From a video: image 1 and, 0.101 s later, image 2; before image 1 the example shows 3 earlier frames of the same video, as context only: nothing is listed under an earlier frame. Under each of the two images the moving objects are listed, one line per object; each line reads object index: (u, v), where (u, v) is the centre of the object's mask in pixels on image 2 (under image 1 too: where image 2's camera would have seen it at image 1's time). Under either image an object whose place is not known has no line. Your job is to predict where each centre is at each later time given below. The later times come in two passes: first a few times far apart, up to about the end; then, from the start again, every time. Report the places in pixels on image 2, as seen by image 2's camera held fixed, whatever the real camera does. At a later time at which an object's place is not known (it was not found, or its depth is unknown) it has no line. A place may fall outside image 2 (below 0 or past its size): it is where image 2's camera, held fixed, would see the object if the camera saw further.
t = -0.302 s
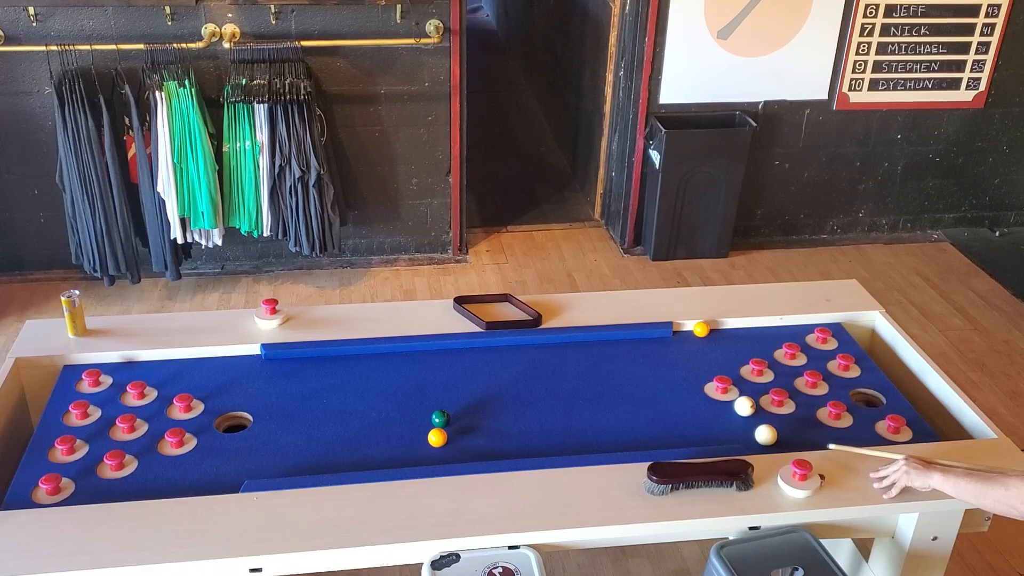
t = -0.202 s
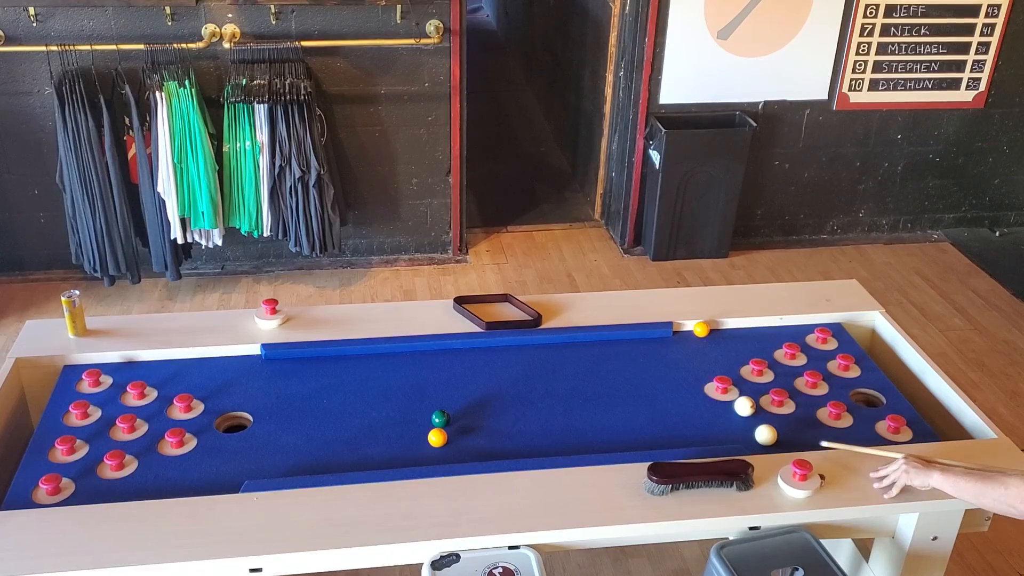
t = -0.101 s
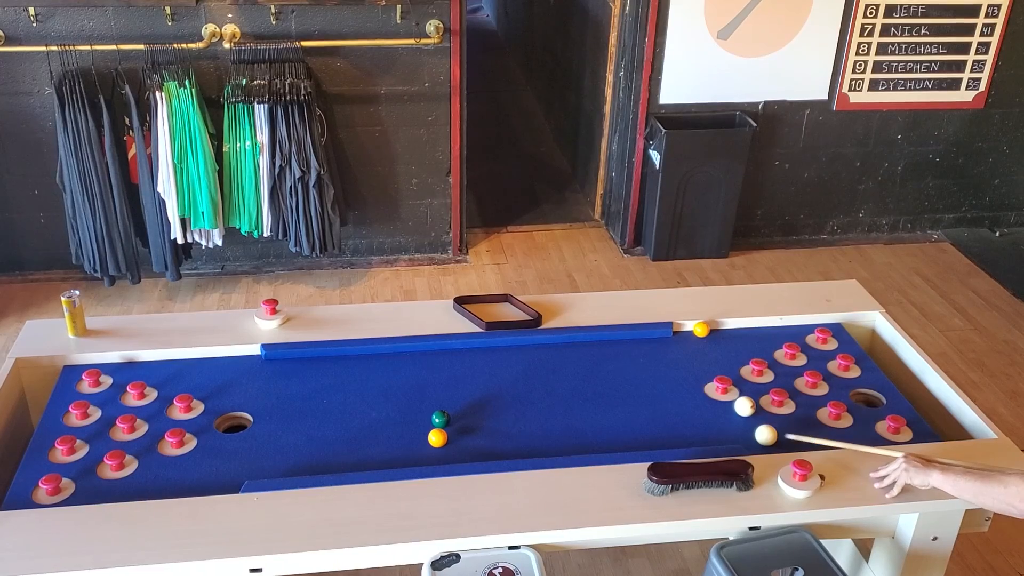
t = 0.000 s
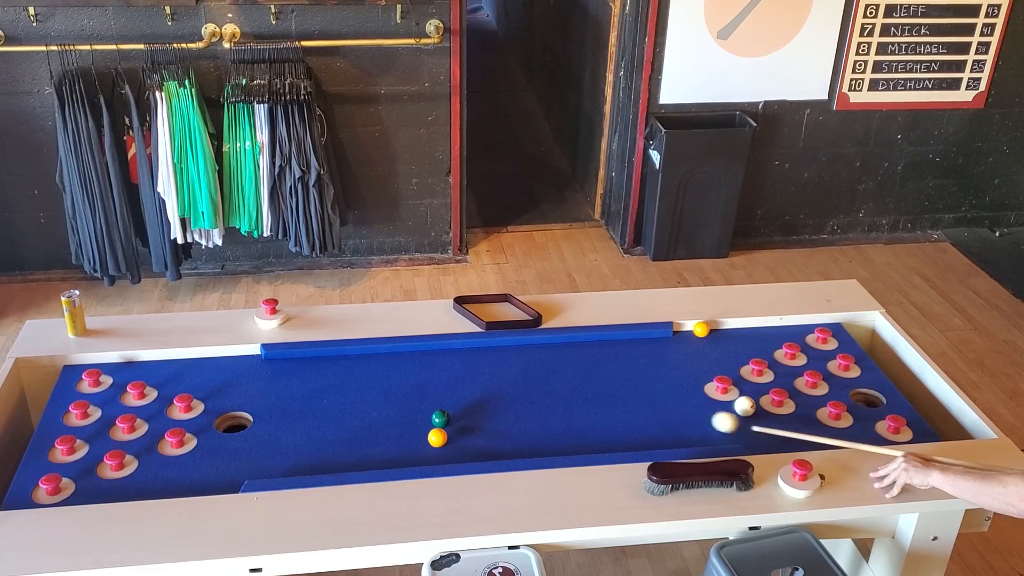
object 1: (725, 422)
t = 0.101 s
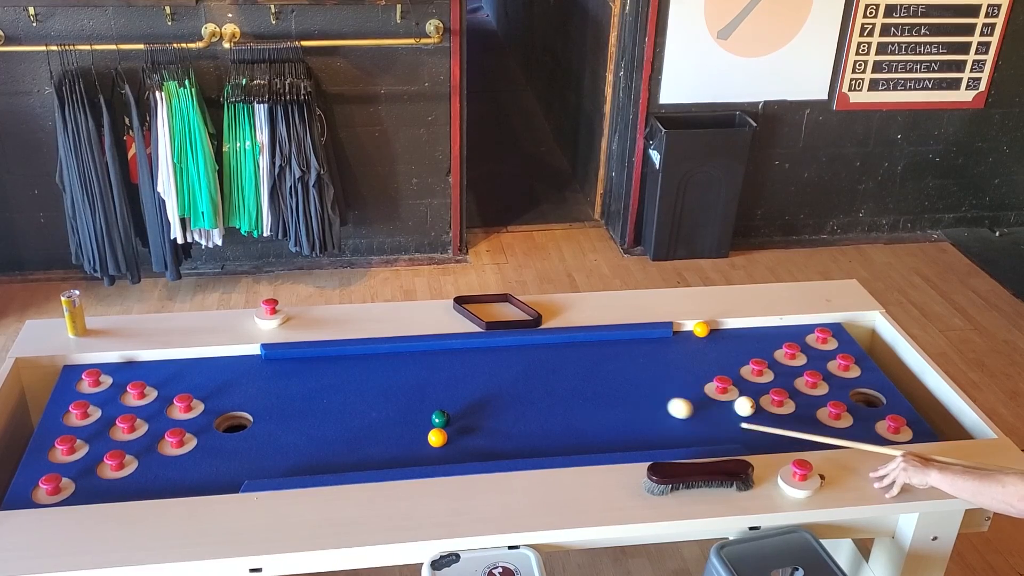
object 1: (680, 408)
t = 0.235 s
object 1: (625, 390)
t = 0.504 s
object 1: (526, 358)
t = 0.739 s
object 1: (460, 355)
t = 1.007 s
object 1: (399, 373)
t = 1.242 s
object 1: (344, 390)
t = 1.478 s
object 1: (286, 407)
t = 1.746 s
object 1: (220, 424)
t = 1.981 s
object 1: (200, 423)
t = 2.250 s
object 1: (213, 411)
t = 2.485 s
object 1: (220, 403)
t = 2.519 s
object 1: (222, 401)
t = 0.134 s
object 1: (666, 403)
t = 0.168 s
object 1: (652, 399)
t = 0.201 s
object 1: (638, 395)
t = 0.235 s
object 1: (625, 390)
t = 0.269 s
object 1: (612, 386)
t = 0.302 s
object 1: (599, 382)
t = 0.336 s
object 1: (586, 378)
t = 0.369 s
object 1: (574, 374)
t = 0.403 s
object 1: (562, 370)
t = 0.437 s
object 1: (549, 366)
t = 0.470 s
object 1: (538, 362)
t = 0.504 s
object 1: (526, 358)
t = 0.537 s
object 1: (514, 355)
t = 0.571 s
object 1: (503, 351)
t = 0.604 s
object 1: (492, 348)
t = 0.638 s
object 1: (482, 346)
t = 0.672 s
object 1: (475, 350)
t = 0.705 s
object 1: (468, 353)
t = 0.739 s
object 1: (460, 355)
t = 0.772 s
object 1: (453, 357)
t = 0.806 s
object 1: (446, 359)
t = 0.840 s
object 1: (438, 362)
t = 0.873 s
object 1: (430, 364)
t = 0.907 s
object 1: (423, 366)
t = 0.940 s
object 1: (415, 369)
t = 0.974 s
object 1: (407, 371)
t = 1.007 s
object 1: (399, 373)
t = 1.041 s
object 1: (392, 376)
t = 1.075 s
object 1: (384, 378)
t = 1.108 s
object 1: (376, 380)
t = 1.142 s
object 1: (368, 383)
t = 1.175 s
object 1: (360, 385)
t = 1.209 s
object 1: (352, 387)
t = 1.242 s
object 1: (344, 390)
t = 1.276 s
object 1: (336, 392)
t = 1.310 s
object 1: (327, 395)
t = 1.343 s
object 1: (319, 397)
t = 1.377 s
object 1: (311, 399)
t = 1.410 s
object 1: (303, 402)
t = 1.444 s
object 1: (295, 404)
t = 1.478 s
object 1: (286, 407)
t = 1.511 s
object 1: (278, 409)
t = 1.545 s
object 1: (270, 412)
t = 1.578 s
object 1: (261, 414)
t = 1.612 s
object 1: (253, 417)
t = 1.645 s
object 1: (245, 419)
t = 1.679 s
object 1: (236, 422)
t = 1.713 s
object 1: (228, 424)
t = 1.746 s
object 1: (220, 424)
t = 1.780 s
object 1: (211, 425)
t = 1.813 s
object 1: (203, 426)
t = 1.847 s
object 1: (195, 427)
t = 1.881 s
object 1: (195, 425)
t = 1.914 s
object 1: (197, 425)
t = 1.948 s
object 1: (198, 424)
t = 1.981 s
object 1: (200, 423)
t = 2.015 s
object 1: (202, 421)
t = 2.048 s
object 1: (203, 419)
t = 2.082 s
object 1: (205, 418)
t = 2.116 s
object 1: (207, 416)
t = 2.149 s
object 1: (208, 415)
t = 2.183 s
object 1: (210, 413)
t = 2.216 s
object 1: (211, 412)
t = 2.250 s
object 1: (213, 411)
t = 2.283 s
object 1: (214, 409)
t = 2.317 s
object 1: (215, 408)
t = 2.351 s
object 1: (216, 407)
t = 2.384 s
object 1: (217, 406)
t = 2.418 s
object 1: (218, 404)
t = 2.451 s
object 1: (219, 404)
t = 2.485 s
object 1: (220, 403)
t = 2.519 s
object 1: (222, 401)
